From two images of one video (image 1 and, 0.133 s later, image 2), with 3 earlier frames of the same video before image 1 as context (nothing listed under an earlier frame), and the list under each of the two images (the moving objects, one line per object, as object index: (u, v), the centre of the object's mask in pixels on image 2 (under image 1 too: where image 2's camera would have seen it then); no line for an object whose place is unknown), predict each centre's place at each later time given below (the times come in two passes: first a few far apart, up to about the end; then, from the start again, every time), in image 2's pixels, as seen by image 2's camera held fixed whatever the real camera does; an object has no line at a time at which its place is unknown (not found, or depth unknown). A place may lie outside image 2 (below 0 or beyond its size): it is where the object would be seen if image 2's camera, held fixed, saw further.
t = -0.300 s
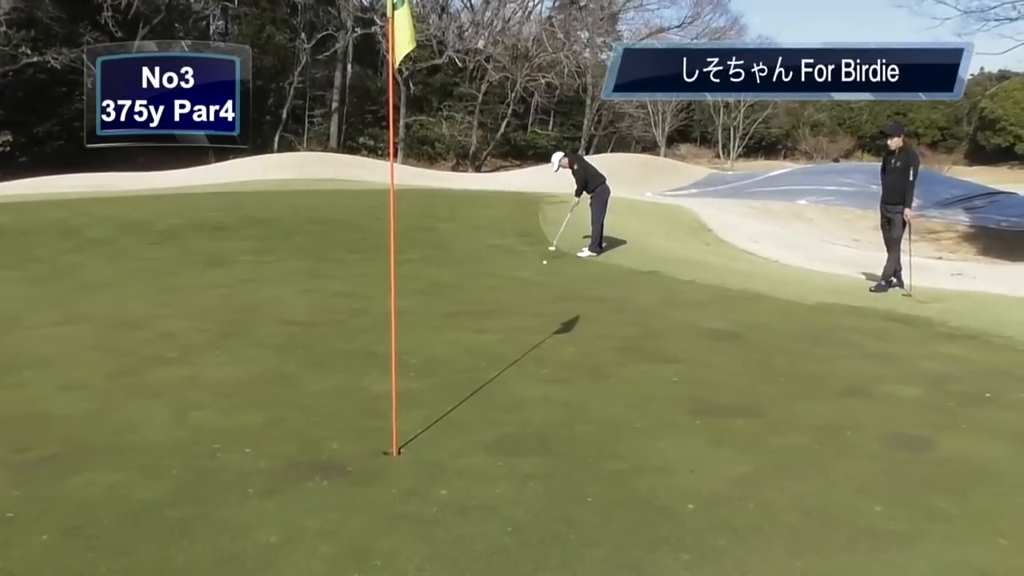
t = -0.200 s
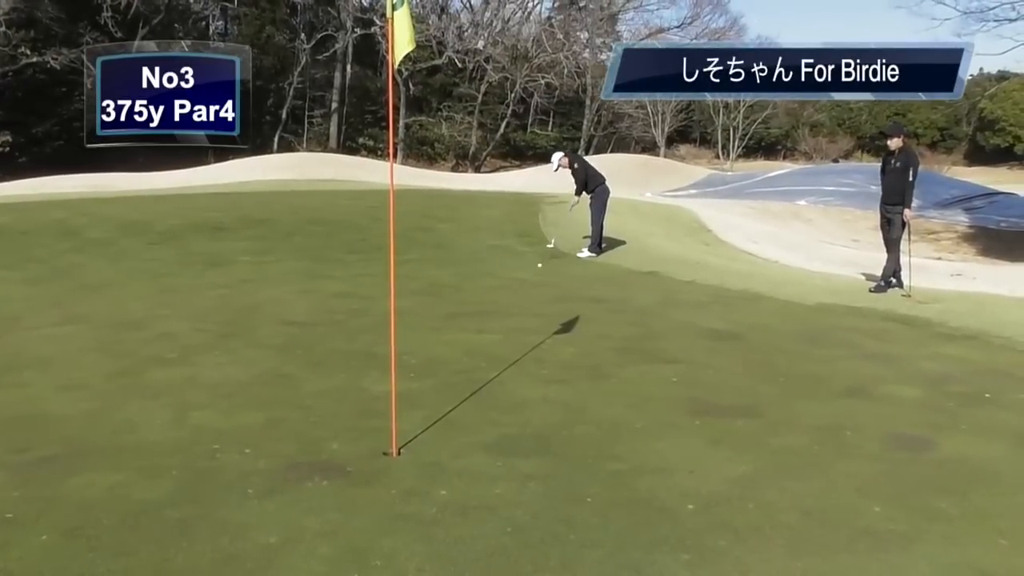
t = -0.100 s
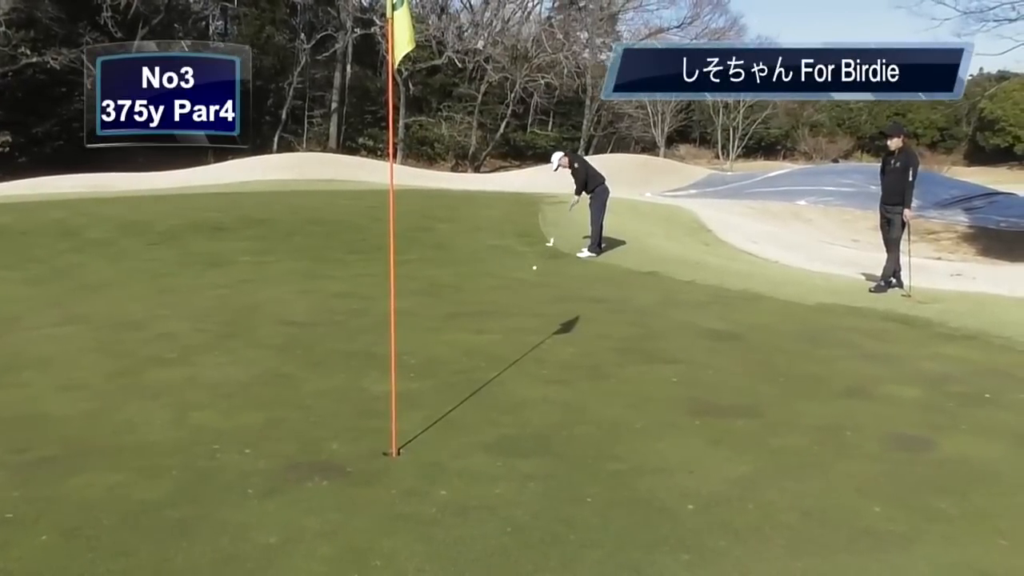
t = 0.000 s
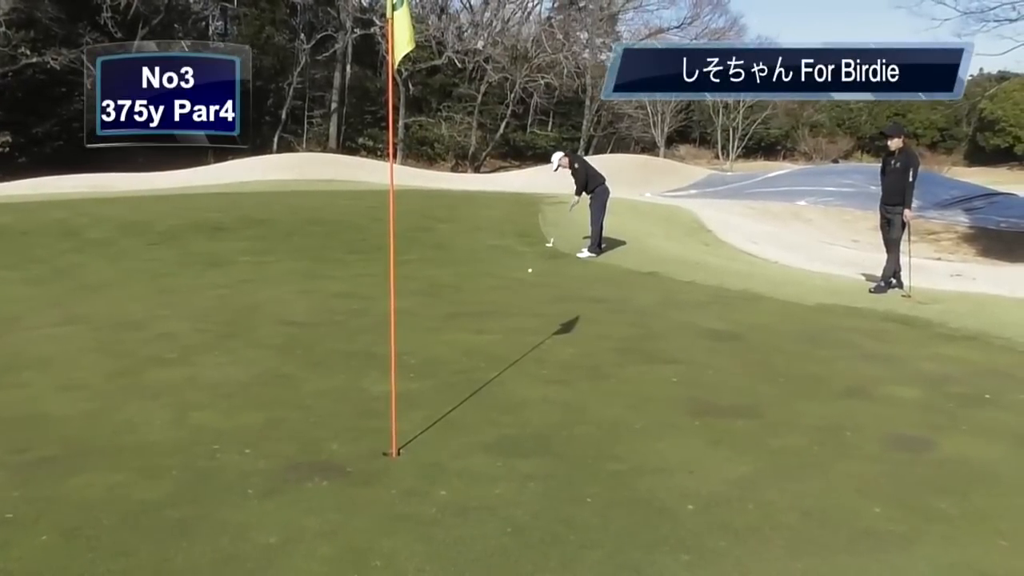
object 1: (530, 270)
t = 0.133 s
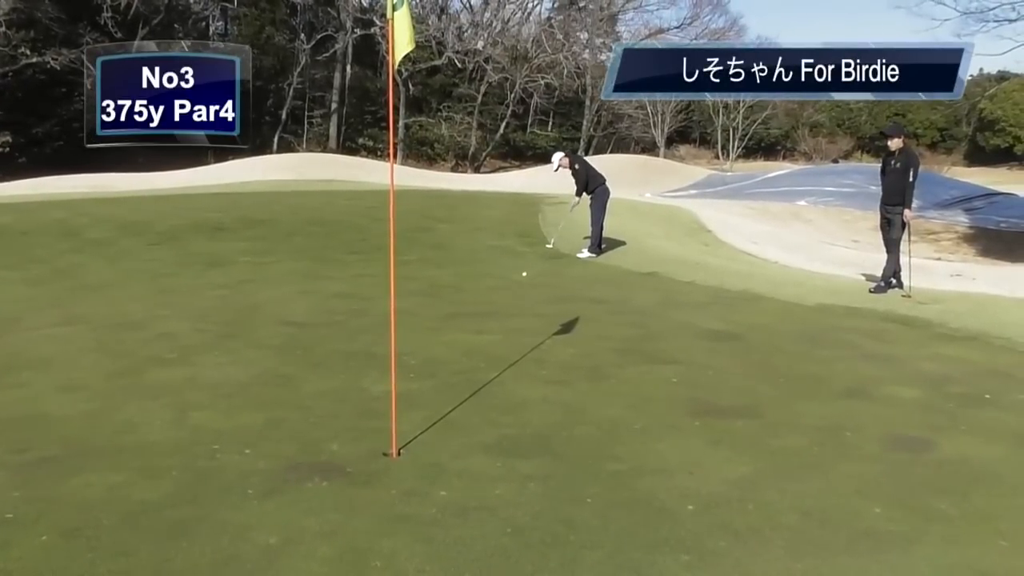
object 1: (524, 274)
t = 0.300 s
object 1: (517, 278)
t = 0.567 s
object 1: (507, 285)
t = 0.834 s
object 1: (498, 293)
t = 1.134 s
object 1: (488, 303)
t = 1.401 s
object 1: (480, 312)
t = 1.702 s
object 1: (471, 324)
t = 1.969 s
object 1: (463, 335)
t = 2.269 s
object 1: (455, 348)
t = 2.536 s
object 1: (447, 360)
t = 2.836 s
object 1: (438, 374)
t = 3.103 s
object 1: (431, 387)
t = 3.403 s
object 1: (424, 403)
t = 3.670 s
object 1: (418, 416)
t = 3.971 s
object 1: (414, 431)
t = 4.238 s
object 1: (412, 443)
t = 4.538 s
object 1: (414, 455)
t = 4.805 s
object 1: (417, 465)
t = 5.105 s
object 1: (421, 475)
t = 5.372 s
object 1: (426, 482)
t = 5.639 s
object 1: (431, 486)
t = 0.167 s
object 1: (522, 275)
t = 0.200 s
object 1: (521, 275)
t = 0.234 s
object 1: (519, 276)
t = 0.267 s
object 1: (518, 277)
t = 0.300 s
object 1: (517, 278)
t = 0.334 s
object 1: (516, 279)
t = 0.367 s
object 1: (514, 280)
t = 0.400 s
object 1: (513, 281)
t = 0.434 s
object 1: (512, 282)
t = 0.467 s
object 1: (511, 283)
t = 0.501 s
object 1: (509, 283)
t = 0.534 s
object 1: (508, 284)
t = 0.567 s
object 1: (507, 285)
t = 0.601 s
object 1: (506, 287)
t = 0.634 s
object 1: (505, 287)
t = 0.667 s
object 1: (504, 288)
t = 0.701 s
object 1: (502, 289)
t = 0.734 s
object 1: (501, 290)
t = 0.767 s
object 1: (500, 291)
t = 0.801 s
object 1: (499, 292)
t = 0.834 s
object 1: (498, 293)
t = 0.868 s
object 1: (497, 295)
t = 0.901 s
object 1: (496, 296)
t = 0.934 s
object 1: (495, 297)
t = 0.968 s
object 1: (493, 298)
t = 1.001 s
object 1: (493, 299)
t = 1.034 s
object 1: (492, 299)
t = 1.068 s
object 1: (490, 301)
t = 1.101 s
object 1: (489, 302)
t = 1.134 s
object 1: (488, 303)
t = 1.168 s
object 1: (487, 304)
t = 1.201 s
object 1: (486, 305)
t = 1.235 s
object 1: (485, 306)
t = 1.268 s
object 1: (484, 308)
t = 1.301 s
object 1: (483, 309)
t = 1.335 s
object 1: (482, 310)
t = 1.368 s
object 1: (481, 311)
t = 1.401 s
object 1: (480, 312)
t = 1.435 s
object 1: (479, 313)
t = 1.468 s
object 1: (477, 315)
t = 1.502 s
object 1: (477, 316)
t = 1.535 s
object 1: (476, 318)
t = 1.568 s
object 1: (475, 319)
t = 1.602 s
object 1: (474, 320)
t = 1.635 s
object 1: (473, 321)
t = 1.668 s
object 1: (472, 323)
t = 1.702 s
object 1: (471, 324)
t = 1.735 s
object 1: (470, 325)
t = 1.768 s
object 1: (469, 327)
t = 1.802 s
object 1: (468, 328)
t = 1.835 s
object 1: (467, 329)
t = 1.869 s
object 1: (466, 331)
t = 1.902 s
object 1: (465, 332)
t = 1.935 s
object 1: (464, 334)
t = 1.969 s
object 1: (463, 335)
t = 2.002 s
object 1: (462, 336)
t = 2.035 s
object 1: (461, 337)
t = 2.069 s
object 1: (460, 339)
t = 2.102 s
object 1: (460, 340)
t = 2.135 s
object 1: (459, 342)
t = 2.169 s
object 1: (458, 343)
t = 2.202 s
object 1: (456, 345)
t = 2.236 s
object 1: (456, 346)
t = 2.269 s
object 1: (455, 348)
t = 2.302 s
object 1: (454, 350)
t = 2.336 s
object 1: (453, 351)
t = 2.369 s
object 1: (451, 352)
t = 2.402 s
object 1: (451, 354)
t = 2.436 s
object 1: (450, 355)
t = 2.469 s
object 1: (448, 357)
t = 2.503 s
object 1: (447, 358)
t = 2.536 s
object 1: (447, 360)
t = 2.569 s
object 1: (445, 361)
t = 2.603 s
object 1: (445, 363)
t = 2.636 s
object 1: (444, 364)
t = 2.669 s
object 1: (443, 366)
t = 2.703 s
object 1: (442, 367)
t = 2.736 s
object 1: (441, 369)
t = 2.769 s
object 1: (440, 371)
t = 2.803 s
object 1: (439, 372)
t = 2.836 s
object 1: (438, 374)
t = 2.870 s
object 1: (437, 376)
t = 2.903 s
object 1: (436, 377)
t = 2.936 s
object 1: (436, 379)
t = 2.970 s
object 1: (434, 381)
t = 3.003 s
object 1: (434, 382)
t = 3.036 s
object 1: (433, 384)
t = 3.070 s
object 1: (432, 386)
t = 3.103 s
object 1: (431, 387)
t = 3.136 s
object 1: (430, 389)
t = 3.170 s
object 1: (429, 391)
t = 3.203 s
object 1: (429, 392)
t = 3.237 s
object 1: (428, 395)
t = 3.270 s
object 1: (427, 396)
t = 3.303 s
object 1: (426, 397)
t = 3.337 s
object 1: (426, 399)
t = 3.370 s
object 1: (425, 401)
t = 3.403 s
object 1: (424, 403)
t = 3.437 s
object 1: (423, 404)
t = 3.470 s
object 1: (422, 406)
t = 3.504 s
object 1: (421, 408)
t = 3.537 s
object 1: (421, 410)
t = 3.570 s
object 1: (420, 411)
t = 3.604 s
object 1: (420, 413)
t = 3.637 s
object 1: (419, 414)
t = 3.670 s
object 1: (418, 416)
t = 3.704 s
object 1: (418, 418)
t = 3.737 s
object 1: (417, 419)
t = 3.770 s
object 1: (416, 421)
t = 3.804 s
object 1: (416, 423)
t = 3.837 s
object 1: (415, 424)
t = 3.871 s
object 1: (415, 426)
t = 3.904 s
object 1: (415, 427)
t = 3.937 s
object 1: (414, 429)
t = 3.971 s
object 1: (414, 431)
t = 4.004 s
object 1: (413, 432)
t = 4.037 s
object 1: (413, 433)
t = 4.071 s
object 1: (413, 435)
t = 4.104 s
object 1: (413, 437)
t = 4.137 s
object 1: (413, 438)
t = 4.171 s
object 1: (412, 440)
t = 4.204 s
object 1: (412, 441)
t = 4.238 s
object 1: (412, 443)
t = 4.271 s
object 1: (412, 444)
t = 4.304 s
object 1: (412, 446)
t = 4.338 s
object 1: (412, 447)
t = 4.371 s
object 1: (412, 448)
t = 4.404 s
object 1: (412, 450)
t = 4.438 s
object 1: (412, 451)
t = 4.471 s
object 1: (413, 452)
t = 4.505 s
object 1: (413, 454)
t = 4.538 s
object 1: (414, 455)
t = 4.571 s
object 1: (414, 457)
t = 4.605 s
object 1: (414, 458)
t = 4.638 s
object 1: (415, 459)
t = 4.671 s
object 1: (415, 461)
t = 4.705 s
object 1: (416, 462)
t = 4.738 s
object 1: (416, 463)
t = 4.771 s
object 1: (417, 464)
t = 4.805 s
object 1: (417, 465)
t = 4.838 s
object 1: (418, 466)
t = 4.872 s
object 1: (418, 468)
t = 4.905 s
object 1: (419, 469)
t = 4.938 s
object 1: (420, 470)
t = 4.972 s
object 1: (420, 471)
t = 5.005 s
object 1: (420, 472)
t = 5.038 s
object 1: (420, 473)
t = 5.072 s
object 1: (421, 474)
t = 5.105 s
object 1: (421, 475)
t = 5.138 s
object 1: (421, 476)
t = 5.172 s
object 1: (422, 476)
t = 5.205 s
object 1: (423, 477)
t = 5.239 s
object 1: (423, 478)
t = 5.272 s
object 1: (424, 479)
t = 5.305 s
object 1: (425, 480)
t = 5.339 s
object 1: (425, 481)
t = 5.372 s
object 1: (426, 482)
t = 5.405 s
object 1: (426, 482)
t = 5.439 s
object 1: (427, 483)
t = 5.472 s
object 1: (428, 484)
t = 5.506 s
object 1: (428, 485)
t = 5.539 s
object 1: (429, 485)
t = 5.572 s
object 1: (430, 485)
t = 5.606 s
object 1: (430, 486)
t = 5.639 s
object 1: (431, 486)
